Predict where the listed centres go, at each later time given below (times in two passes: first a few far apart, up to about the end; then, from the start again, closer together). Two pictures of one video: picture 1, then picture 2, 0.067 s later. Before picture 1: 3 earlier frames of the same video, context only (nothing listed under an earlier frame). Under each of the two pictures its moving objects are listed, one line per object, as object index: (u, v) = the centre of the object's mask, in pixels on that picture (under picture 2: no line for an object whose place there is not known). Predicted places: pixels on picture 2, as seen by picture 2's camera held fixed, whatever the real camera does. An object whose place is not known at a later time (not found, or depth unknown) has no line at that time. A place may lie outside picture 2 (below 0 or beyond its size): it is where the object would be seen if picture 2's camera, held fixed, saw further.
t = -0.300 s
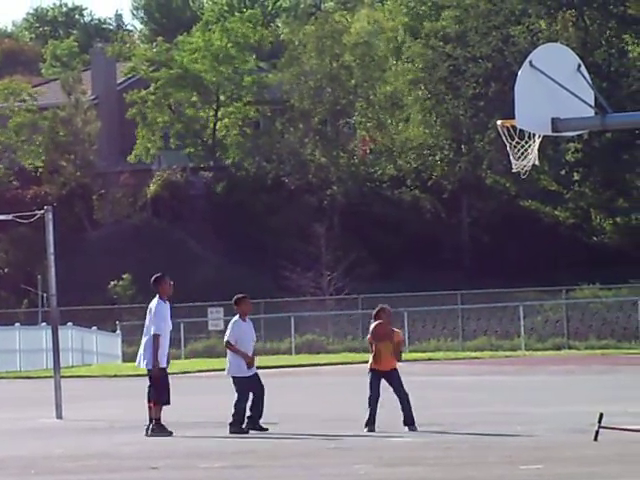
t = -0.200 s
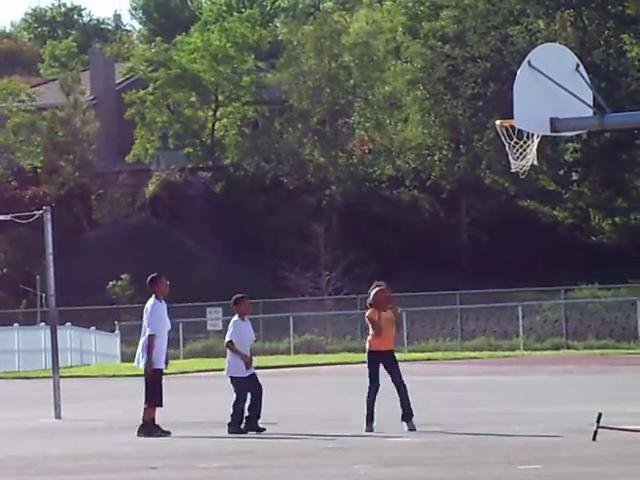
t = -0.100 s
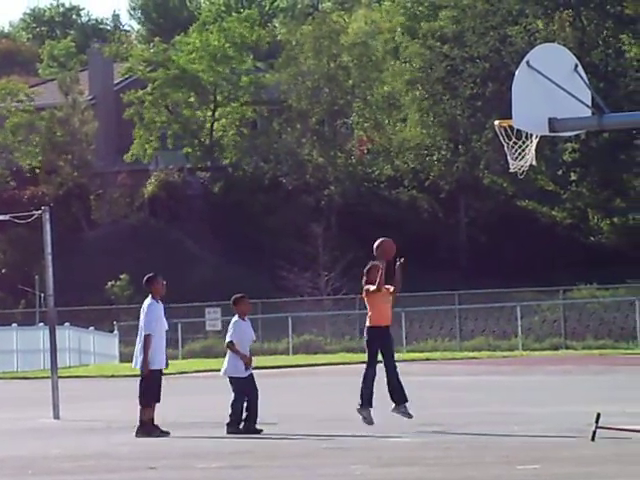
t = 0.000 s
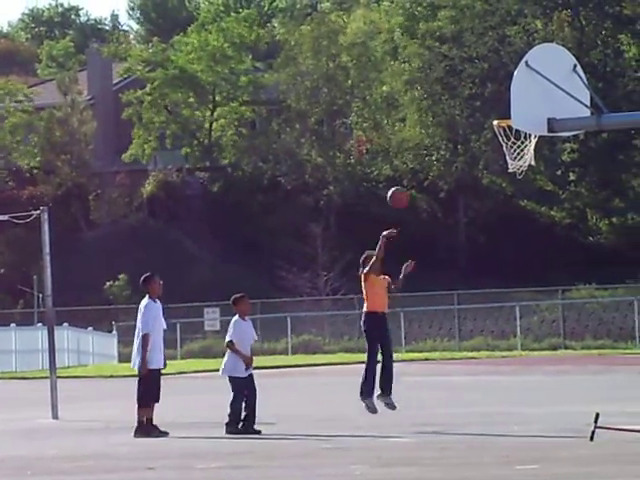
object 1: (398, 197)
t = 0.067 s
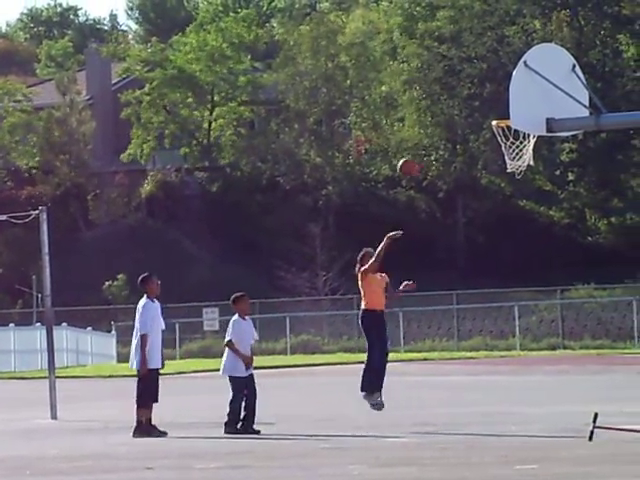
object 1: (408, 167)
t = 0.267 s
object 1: (442, 107)
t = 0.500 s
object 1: (487, 84)
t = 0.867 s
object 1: (505, 107)
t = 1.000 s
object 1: (498, 119)
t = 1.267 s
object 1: (474, 199)
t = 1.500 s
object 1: (455, 327)
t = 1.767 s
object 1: (435, 348)
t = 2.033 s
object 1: (420, 234)
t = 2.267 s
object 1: (408, 192)
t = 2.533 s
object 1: (399, 213)
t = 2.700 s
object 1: (395, 264)
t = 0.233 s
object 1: (437, 114)
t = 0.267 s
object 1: (442, 107)
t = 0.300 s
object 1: (449, 100)
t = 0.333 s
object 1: (455, 95)
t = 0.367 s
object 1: (461, 90)
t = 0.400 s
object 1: (467, 87)
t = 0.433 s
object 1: (474, 85)
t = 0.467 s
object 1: (480, 84)
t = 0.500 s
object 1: (487, 84)
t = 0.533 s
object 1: (493, 86)
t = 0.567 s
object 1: (499, 87)
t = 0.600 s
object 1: (502, 91)
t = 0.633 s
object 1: (505, 95)
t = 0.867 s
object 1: (505, 107)
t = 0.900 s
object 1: (504, 107)
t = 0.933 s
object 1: (502, 110)
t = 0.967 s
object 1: (501, 114)
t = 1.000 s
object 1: (498, 119)
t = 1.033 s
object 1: (496, 126)
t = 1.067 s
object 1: (493, 133)
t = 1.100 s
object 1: (490, 141)
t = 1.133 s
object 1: (486, 150)
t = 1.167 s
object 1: (484, 160)
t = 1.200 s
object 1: (480, 173)
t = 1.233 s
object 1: (477, 186)
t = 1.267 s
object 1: (474, 199)
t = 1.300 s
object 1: (471, 214)
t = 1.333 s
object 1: (469, 230)
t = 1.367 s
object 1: (466, 247)
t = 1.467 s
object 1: (457, 305)
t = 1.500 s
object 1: (455, 327)
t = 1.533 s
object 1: (452, 350)
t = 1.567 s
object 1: (450, 374)
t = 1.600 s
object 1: (447, 400)
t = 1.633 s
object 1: (445, 426)
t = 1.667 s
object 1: (443, 410)
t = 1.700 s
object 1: (440, 388)
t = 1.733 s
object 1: (438, 367)
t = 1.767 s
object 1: (435, 348)
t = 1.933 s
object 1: (425, 268)
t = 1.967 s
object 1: (423, 255)
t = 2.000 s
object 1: (421, 244)
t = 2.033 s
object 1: (420, 234)
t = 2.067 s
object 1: (417, 224)
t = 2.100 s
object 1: (417, 216)
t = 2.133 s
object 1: (415, 208)
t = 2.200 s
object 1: (411, 198)
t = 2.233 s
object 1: (409, 194)
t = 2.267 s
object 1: (408, 192)
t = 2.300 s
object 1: (406, 191)
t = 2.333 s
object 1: (406, 191)
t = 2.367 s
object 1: (404, 192)
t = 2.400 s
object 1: (404, 193)
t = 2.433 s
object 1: (402, 197)
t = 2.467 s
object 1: (400, 201)
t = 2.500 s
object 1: (399, 206)
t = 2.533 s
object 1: (399, 213)
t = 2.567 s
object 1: (398, 221)
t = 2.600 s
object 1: (397, 230)
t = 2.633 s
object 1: (397, 240)
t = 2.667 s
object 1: (395, 251)
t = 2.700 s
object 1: (395, 264)
